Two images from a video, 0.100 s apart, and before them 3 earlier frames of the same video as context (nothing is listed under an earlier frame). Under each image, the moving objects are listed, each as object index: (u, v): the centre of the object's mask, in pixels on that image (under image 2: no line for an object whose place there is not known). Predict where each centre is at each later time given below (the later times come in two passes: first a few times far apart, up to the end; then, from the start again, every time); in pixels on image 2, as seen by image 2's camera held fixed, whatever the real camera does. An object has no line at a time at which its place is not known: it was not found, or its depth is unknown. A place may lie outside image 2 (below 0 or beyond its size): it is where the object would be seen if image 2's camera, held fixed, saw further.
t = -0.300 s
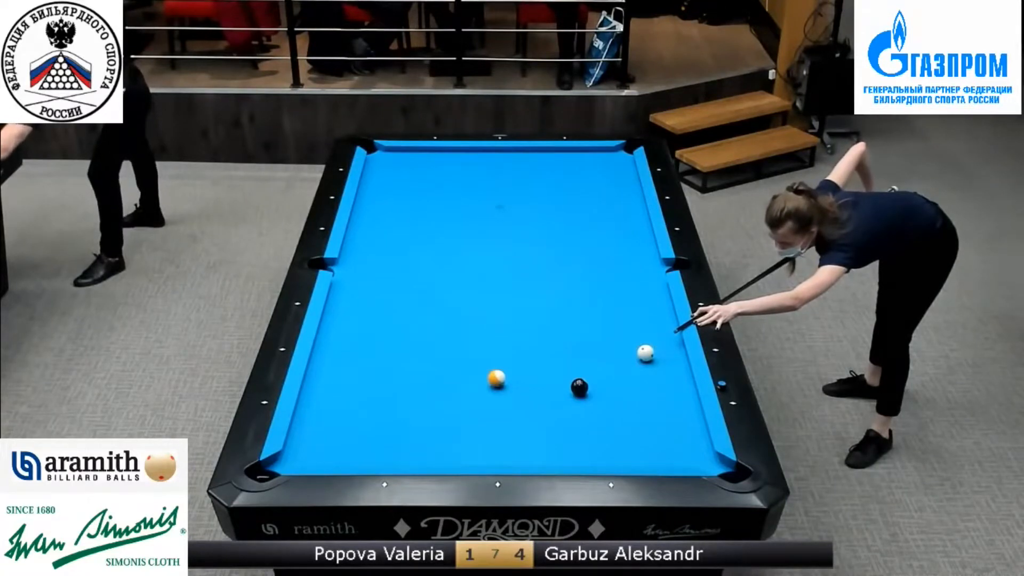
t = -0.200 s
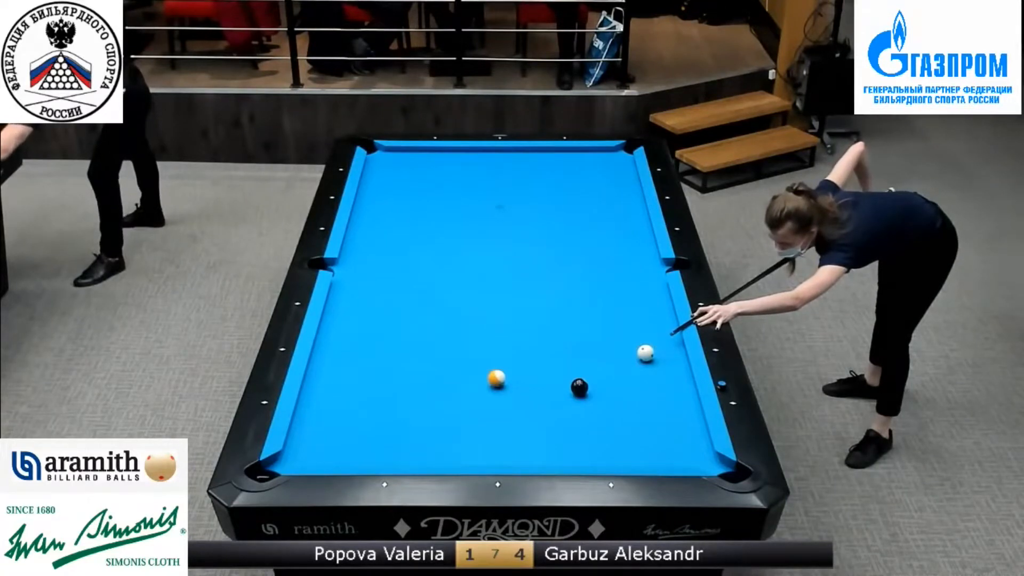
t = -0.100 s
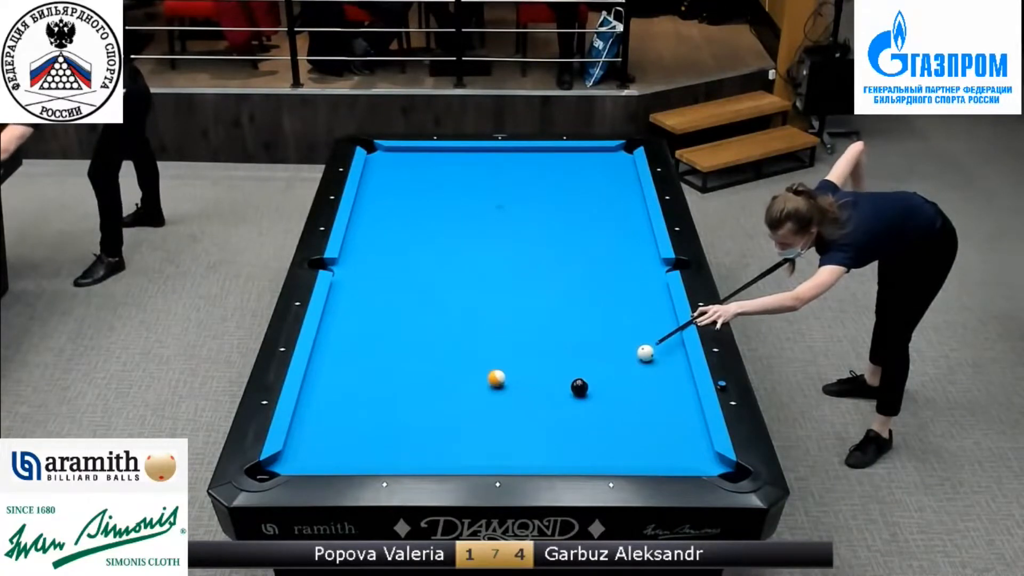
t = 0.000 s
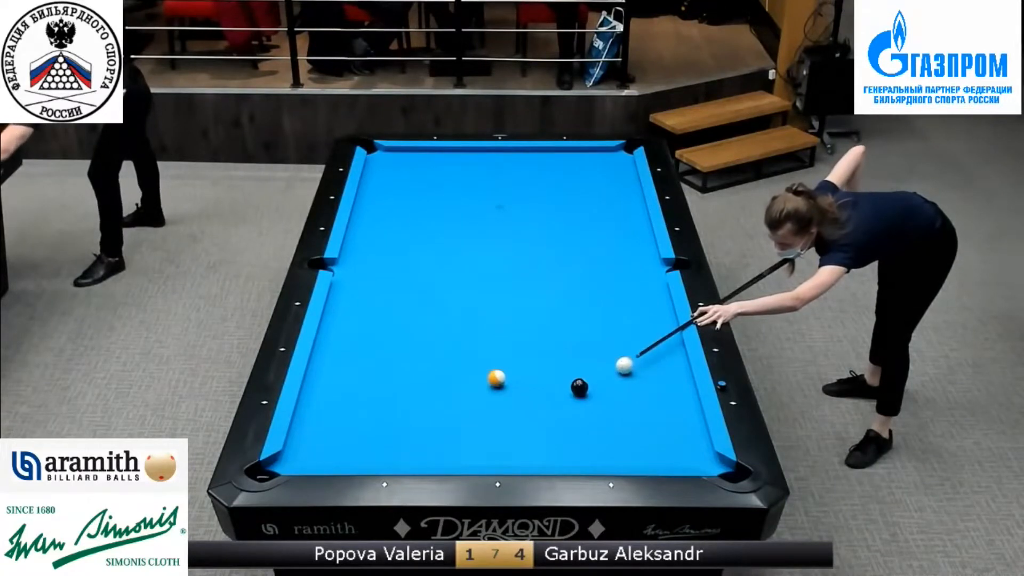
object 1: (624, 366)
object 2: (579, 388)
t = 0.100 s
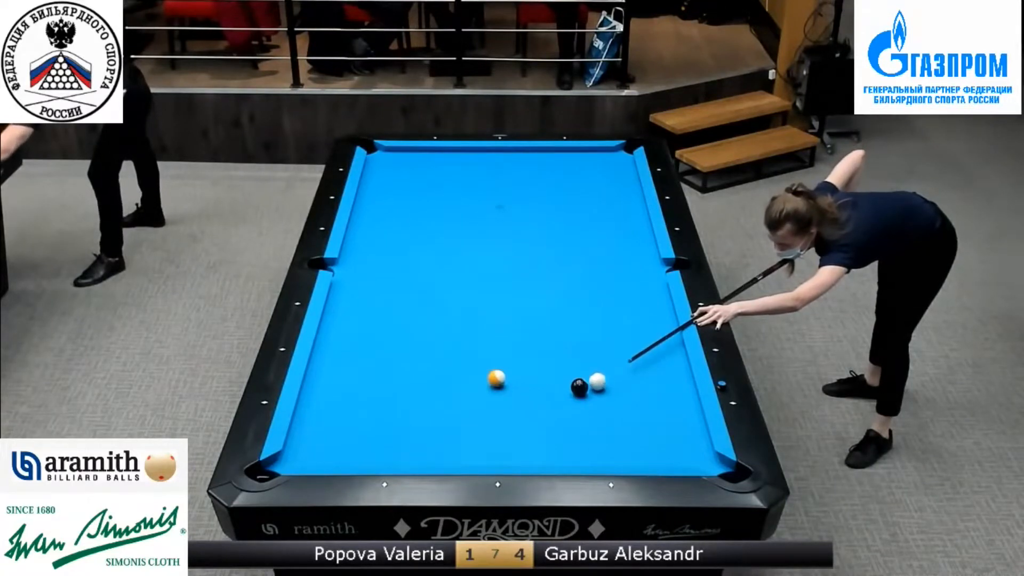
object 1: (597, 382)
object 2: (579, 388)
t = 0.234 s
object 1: (598, 395)
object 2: (542, 398)
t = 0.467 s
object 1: (597, 418)
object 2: (487, 412)
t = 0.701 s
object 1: (594, 442)
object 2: (433, 427)
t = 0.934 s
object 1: (592, 459)
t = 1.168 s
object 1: (591, 448)
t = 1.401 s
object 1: (589, 436)
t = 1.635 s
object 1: (588, 426)
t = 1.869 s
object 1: (588, 417)
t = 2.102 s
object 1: (587, 408)
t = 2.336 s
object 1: (586, 401)
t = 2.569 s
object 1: (585, 395)
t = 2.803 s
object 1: (584, 389)
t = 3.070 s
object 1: (584, 385)
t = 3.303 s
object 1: (584, 381)
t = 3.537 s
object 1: (583, 379)
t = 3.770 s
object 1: (583, 377)
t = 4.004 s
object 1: (582, 376)
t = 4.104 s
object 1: (582, 376)
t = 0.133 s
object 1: (596, 385)
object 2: (571, 390)
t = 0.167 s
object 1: (598, 388)
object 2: (561, 393)
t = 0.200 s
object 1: (599, 391)
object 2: (551, 396)
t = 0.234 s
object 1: (598, 395)
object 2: (542, 398)
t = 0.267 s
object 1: (598, 398)
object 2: (534, 400)
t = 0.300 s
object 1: (598, 401)
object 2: (526, 402)
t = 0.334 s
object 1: (598, 404)
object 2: (518, 404)
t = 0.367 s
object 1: (597, 408)
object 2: (510, 406)
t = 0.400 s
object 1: (597, 411)
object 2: (503, 408)
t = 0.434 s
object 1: (597, 414)
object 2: (495, 410)
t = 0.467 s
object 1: (597, 418)
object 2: (487, 412)
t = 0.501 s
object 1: (596, 421)
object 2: (479, 414)
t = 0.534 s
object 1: (596, 425)
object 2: (472, 416)
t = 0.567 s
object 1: (596, 428)
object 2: (464, 419)
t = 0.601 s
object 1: (595, 431)
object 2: (456, 420)
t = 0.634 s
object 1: (595, 435)
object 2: (449, 423)
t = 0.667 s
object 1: (595, 438)
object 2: (440, 425)
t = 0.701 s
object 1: (594, 442)
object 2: (433, 427)
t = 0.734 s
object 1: (594, 445)
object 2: (425, 429)
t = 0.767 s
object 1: (594, 449)
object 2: (417, 431)
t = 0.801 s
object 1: (593, 452)
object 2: (409, 433)
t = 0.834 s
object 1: (593, 455)
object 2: (401, 435)
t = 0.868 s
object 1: (593, 457)
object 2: (393, 437)
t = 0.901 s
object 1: (592, 459)
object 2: (385, 439)
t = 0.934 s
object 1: (592, 459)
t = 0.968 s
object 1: (592, 457)
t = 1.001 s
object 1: (592, 456)
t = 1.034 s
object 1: (591, 455)
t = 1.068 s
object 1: (591, 454)
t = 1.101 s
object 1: (591, 452)
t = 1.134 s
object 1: (591, 450)
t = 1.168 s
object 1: (591, 448)
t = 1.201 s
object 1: (590, 446)
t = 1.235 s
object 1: (590, 445)
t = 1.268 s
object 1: (590, 443)
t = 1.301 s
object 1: (590, 441)
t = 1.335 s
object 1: (590, 439)
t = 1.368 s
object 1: (589, 438)
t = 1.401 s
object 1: (589, 436)
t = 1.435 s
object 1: (589, 435)
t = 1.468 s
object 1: (589, 433)
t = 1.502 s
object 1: (589, 432)
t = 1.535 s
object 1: (589, 430)
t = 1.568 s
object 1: (589, 429)
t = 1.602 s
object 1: (588, 427)
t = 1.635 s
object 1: (588, 426)
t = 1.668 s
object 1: (588, 425)
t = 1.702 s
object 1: (588, 423)
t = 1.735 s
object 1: (588, 422)
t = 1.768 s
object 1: (588, 420)
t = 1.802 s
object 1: (588, 419)
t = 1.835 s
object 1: (588, 418)
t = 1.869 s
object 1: (588, 417)
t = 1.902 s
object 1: (588, 415)
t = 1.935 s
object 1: (588, 414)
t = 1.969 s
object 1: (588, 413)
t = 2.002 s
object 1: (588, 412)
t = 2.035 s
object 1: (588, 411)
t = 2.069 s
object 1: (587, 409)
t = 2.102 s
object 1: (587, 408)
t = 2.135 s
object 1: (587, 407)
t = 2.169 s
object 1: (587, 406)
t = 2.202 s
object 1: (587, 405)
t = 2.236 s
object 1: (587, 404)
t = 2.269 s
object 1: (587, 403)
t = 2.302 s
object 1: (586, 402)
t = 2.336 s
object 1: (586, 401)
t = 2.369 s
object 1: (586, 400)
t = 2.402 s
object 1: (586, 399)
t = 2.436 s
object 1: (586, 398)
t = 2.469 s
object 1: (586, 397)
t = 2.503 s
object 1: (585, 396)
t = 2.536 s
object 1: (585, 396)
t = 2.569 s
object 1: (585, 395)
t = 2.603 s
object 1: (585, 394)
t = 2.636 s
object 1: (585, 393)
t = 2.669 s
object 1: (585, 392)
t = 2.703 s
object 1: (585, 391)
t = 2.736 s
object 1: (584, 391)
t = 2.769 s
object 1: (584, 390)
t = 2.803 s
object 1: (584, 389)
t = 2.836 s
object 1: (584, 389)
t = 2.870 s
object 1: (584, 388)
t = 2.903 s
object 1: (584, 387)
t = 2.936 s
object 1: (584, 387)
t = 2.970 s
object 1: (584, 386)
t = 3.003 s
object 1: (584, 386)
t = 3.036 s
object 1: (584, 385)
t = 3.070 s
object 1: (584, 385)
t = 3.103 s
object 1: (584, 384)
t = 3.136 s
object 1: (584, 384)
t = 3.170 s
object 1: (584, 383)
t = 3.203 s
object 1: (584, 383)
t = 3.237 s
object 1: (584, 382)
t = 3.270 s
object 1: (584, 382)
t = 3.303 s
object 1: (584, 381)
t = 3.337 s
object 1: (584, 381)
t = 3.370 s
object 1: (584, 381)
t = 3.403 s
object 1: (584, 380)
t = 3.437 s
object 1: (584, 380)
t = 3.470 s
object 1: (584, 379)
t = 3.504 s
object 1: (583, 379)
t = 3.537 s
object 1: (583, 379)
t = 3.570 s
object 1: (583, 379)
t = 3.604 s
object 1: (583, 378)
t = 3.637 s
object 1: (583, 378)
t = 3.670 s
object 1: (583, 378)
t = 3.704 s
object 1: (583, 378)
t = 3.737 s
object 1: (583, 377)
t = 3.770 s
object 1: (583, 377)
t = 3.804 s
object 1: (583, 377)
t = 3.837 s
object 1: (583, 377)
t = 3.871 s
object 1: (583, 377)
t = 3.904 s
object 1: (582, 377)
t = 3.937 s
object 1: (582, 376)
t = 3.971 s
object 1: (582, 376)
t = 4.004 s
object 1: (582, 376)
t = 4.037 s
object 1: (582, 376)
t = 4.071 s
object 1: (582, 376)
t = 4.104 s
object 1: (582, 376)
